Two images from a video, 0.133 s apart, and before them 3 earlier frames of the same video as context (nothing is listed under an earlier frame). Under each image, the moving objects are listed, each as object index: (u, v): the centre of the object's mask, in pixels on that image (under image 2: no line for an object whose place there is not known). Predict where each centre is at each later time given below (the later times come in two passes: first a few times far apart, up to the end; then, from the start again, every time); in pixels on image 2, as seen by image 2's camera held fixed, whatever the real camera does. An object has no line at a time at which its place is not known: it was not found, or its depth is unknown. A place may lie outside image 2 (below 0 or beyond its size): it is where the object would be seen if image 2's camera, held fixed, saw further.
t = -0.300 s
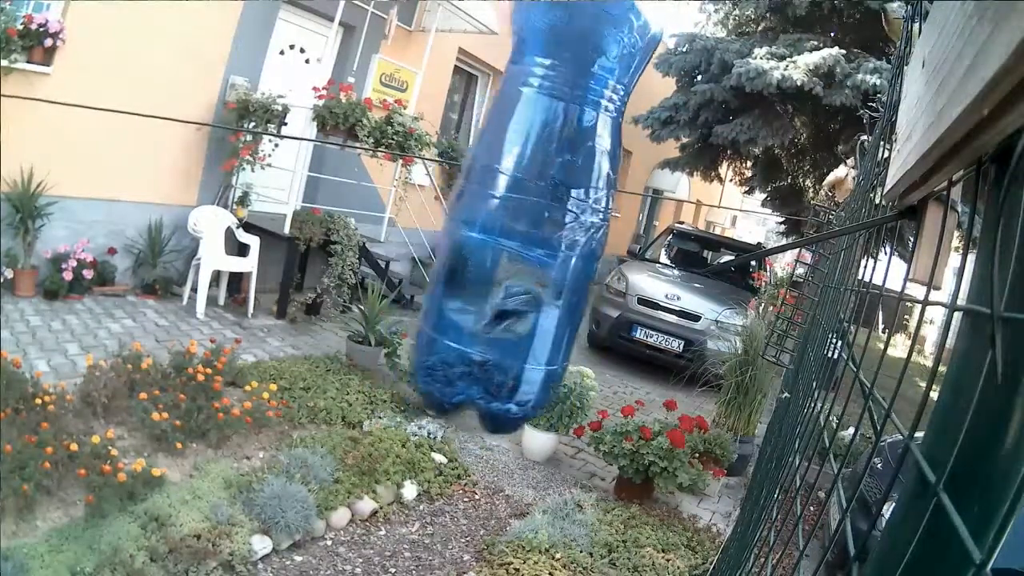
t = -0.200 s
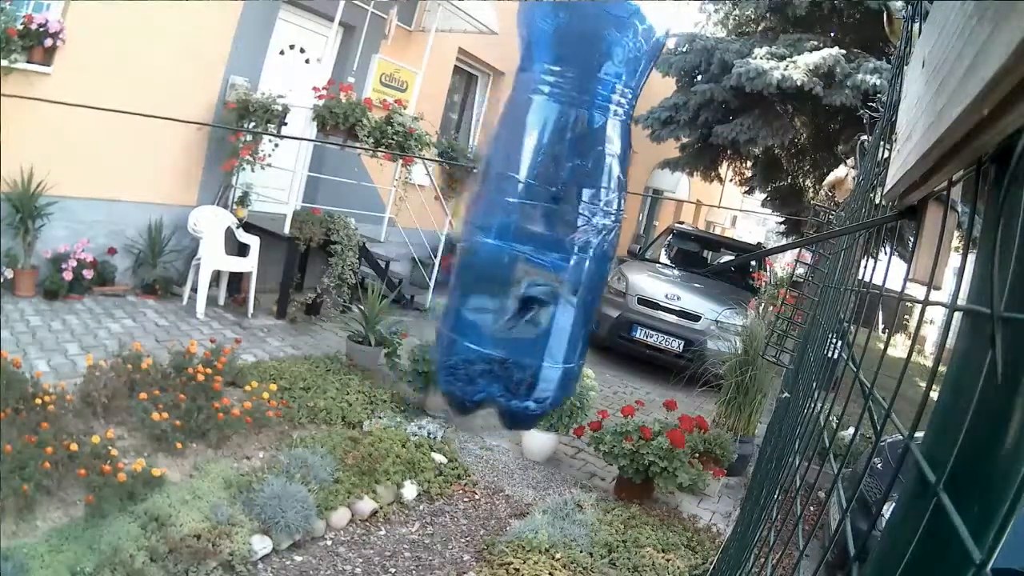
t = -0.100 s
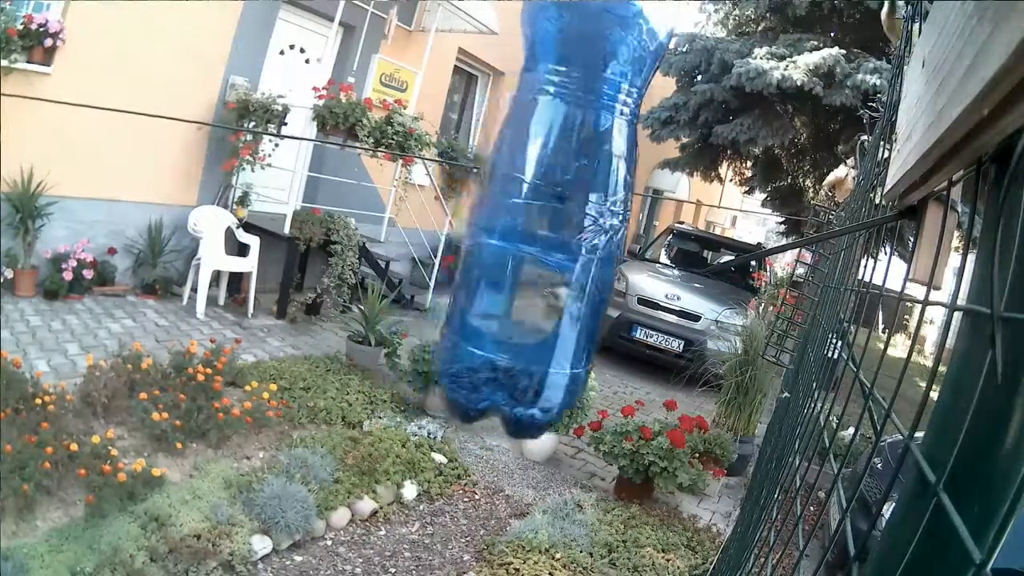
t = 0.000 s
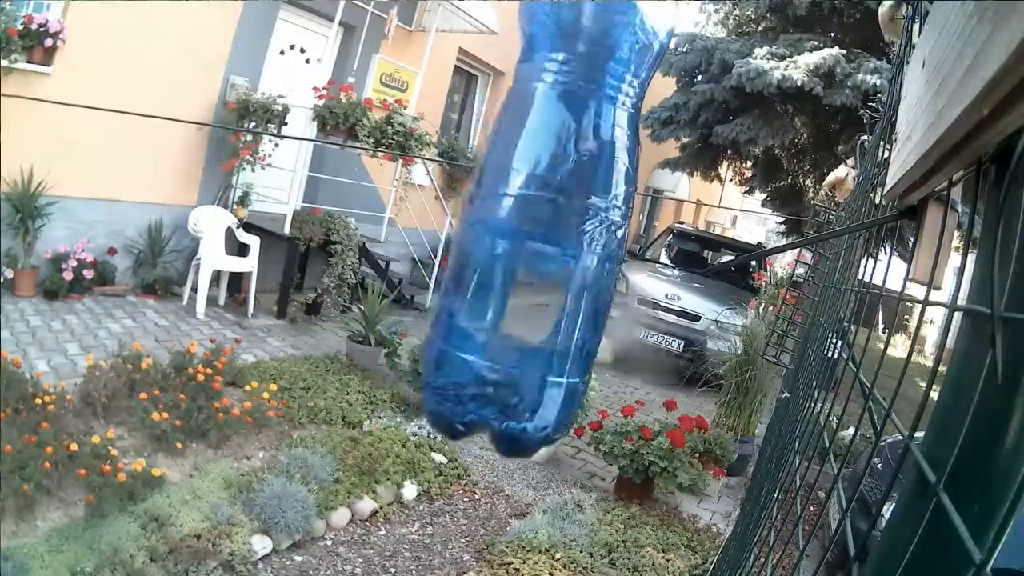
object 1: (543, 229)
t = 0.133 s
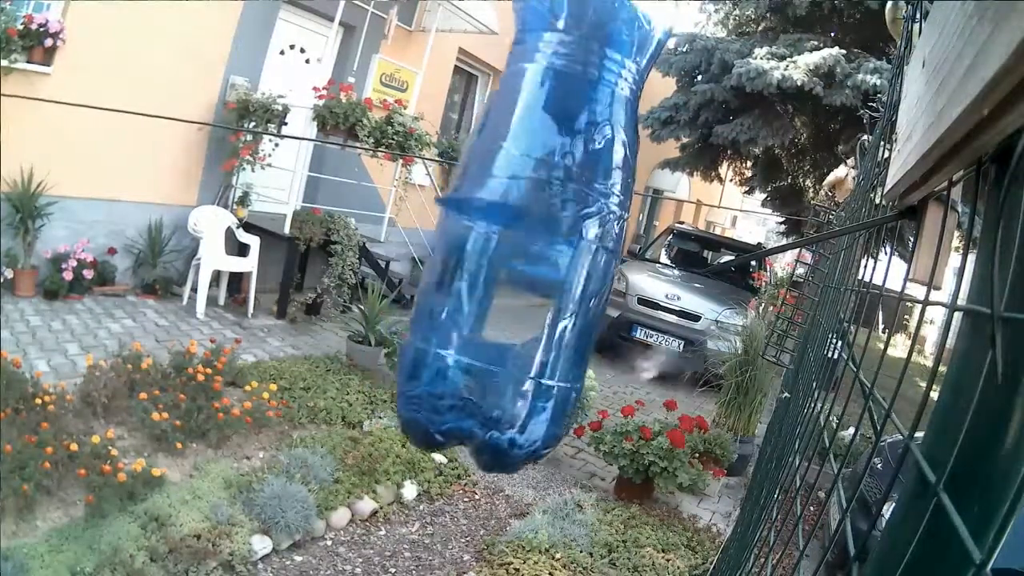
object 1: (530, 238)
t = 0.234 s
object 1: (519, 238)
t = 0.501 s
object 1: (521, 222)
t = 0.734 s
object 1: (546, 203)
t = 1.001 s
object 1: (553, 206)
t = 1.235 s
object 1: (528, 227)
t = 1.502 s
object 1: (509, 235)
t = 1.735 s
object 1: (533, 221)
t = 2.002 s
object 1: (554, 202)
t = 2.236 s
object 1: (545, 210)
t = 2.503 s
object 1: (518, 233)
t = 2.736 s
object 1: (521, 234)
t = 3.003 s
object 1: (547, 215)
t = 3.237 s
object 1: (550, 204)
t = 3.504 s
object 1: (533, 218)
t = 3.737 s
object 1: (521, 236)
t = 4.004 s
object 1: (538, 232)
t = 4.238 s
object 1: (552, 210)
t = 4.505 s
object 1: (547, 204)
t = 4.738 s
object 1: (528, 221)
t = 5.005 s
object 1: (525, 237)
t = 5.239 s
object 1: (549, 229)
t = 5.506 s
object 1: (559, 207)
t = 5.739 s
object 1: (545, 208)
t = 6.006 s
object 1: (523, 228)
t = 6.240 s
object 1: (531, 237)
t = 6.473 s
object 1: (555, 225)
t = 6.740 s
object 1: (557, 206)
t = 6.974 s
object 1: (539, 209)
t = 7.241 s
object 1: (518, 229)
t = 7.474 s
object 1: (533, 236)
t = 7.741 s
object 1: (562, 219)
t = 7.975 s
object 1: (559, 206)
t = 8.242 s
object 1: (531, 214)
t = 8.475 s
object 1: (515, 229)
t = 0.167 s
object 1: (526, 239)
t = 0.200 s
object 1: (522, 239)
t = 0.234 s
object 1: (519, 238)
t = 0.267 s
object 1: (516, 237)
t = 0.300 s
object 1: (514, 236)
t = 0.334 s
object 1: (514, 234)
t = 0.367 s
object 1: (514, 233)
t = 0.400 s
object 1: (514, 230)
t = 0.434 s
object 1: (516, 227)
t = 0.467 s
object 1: (518, 225)
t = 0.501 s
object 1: (521, 222)
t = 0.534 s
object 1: (524, 219)
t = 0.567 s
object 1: (528, 215)
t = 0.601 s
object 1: (532, 213)
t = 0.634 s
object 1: (535, 210)
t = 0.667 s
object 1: (539, 207)
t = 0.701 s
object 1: (543, 205)
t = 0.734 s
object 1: (546, 203)
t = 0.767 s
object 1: (549, 202)
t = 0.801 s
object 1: (551, 201)
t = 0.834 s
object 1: (552, 200)
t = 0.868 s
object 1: (554, 200)
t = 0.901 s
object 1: (555, 201)
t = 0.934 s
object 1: (555, 202)
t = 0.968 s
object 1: (554, 203)
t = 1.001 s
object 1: (553, 206)
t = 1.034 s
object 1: (551, 209)
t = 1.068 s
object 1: (548, 212)
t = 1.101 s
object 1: (545, 214)
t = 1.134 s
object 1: (540, 218)
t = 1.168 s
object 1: (537, 221)
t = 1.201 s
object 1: (533, 224)
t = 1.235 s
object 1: (528, 227)
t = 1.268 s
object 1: (524, 229)
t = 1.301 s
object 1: (519, 231)
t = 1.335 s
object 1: (516, 233)
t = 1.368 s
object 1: (513, 234)
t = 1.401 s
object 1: (510, 234)
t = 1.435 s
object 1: (509, 235)
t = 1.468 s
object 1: (509, 235)
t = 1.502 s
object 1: (509, 235)
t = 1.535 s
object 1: (511, 233)
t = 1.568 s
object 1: (513, 232)
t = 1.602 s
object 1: (517, 230)
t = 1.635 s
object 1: (520, 229)
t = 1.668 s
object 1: (525, 226)
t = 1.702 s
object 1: (529, 223)
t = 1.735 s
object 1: (533, 221)
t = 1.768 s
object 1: (537, 217)
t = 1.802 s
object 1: (540, 214)
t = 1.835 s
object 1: (545, 211)
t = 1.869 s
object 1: (547, 208)
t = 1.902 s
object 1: (550, 206)
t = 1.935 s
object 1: (552, 204)
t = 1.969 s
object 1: (553, 203)
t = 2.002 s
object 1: (554, 202)
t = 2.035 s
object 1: (554, 202)
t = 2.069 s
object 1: (554, 202)
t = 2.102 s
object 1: (553, 203)
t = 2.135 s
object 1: (552, 204)
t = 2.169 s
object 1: (550, 206)
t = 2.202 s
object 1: (547, 208)
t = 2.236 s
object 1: (545, 210)
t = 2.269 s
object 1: (541, 214)
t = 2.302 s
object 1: (538, 217)
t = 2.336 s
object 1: (534, 220)
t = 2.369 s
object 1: (531, 223)
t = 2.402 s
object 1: (527, 226)
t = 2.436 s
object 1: (523, 229)
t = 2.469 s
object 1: (520, 231)
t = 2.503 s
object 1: (518, 233)
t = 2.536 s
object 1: (516, 234)
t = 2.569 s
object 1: (515, 235)
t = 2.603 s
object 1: (515, 235)
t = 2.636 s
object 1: (515, 236)
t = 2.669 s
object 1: (516, 236)
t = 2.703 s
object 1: (519, 235)
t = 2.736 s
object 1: (521, 234)
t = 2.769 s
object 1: (524, 233)
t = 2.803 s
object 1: (528, 231)
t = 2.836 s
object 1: (531, 229)
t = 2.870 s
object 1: (534, 227)
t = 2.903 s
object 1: (538, 224)
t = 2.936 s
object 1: (541, 221)
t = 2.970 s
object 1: (545, 218)
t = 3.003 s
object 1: (547, 215)
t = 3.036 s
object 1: (549, 212)
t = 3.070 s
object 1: (551, 210)
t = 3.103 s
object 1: (551, 208)
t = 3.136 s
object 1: (552, 206)
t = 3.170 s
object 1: (551, 205)
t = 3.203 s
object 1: (551, 204)
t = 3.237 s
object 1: (550, 204)
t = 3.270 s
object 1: (549, 204)
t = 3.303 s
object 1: (547, 204)
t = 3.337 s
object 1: (545, 206)
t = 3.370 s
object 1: (543, 207)
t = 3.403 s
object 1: (540, 210)
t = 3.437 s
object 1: (538, 212)
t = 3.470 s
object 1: (535, 215)
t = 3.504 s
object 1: (533, 218)
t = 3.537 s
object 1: (530, 221)
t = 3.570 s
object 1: (527, 224)
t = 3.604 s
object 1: (525, 227)
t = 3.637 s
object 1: (523, 230)
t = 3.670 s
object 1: (522, 232)
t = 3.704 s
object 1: (520, 234)
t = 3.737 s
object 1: (521, 236)
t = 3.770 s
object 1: (522, 236)
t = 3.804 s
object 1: (522, 237)
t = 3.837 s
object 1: (524, 238)
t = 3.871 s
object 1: (526, 237)
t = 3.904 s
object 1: (529, 237)
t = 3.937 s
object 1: (533, 236)
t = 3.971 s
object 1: (535, 234)
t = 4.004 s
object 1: (538, 232)
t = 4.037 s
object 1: (541, 229)
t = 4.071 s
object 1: (544, 226)
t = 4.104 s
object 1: (546, 223)
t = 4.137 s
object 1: (548, 220)
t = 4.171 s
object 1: (550, 217)
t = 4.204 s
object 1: (551, 214)
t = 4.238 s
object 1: (552, 210)
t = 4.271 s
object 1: (552, 207)
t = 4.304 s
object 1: (553, 206)
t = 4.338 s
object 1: (552, 204)
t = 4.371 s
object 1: (552, 204)
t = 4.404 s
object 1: (551, 203)
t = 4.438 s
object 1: (549, 203)
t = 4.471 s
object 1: (548, 203)
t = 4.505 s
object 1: (547, 204)
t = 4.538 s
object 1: (544, 205)
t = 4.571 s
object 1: (541, 207)
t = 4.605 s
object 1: (539, 210)
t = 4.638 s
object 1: (536, 212)
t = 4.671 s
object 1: (533, 215)
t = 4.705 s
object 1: (531, 218)
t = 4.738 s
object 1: (528, 221)
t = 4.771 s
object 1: (526, 224)
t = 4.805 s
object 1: (524, 226)
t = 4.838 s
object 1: (522, 229)
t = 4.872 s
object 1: (521, 231)
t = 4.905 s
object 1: (521, 233)
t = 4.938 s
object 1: (522, 235)
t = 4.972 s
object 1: (523, 235)
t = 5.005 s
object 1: (525, 237)
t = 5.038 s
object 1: (528, 236)
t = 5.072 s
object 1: (531, 237)
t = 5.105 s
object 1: (535, 237)
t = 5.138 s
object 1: (538, 236)
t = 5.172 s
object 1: (542, 234)
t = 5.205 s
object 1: (545, 232)
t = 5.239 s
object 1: (549, 229)
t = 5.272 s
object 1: (552, 226)
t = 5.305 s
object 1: (554, 224)
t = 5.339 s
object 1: (556, 221)
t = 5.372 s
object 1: (558, 218)
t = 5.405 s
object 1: (559, 214)
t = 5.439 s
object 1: (559, 212)
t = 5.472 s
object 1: (559, 209)
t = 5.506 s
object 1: (559, 207)
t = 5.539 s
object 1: (557, 206)
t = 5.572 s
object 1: (556, 206)
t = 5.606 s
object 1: (555, 205)
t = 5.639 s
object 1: (552, 206)
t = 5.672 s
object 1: (550, 205)
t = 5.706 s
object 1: (548, 207)
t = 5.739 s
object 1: (545, 208)
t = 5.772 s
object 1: (542, 210)
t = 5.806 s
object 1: (538, 212)
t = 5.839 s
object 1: (536, 214)
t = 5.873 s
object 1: (532, 217)
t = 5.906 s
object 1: (530, 219)
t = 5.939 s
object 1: (527, 223)
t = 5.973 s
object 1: (525, 225)
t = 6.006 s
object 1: (523, 228)
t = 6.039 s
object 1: (522, 230)
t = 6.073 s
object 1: (522, 232)
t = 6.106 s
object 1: (522, 233)
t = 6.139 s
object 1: (523, 235)
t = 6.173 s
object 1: (525, 236)
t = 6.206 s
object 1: (528, 236)
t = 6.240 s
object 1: (531, 237)
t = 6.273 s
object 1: (535, 237)
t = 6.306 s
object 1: (538, 236)
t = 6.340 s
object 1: (543, 235)
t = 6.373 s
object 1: (546, 233)
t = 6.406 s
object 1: (550, 231)
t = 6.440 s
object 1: (553, 228)
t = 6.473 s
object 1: (555, 225)
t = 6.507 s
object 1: (558, 222)
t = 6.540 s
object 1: (559, 218)
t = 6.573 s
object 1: (560, 216)
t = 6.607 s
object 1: (560, 213)
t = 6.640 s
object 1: (560, 211)
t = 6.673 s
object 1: (560, 209)
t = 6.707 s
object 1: (558, 208)
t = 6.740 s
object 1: (557, 206)
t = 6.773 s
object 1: (556, 206)
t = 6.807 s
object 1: (554, 205)
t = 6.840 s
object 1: (551, 205)
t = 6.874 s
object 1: (548, 205)
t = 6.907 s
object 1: (546, 206)
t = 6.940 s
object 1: (542, 208)
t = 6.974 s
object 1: (539, 209)
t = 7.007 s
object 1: (536, 212)
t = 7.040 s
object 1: (532, 214)
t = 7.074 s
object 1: (529, 216)
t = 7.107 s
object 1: (526, 219)
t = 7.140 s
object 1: (523, 222)
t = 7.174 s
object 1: (521, 224)
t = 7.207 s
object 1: (519, 226)
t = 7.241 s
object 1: (518, 229)
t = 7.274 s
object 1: (518, 231)
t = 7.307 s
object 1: (519, 232)
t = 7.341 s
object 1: (520, 234)
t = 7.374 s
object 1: (523, 235)
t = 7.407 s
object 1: (526, 235)
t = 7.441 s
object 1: (529, 236)
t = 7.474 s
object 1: (533, 236)
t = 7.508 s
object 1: (537, 236)
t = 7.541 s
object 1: (542, 235)
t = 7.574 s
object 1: (546, 233)
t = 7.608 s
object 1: (552, 229)
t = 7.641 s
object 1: (555, 227)
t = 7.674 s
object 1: (558, 225)
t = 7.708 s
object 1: (560, 222)
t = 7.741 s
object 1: (562, 219)
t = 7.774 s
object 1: (563, 217)
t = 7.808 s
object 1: (564, 215)
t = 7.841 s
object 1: (564, 212)
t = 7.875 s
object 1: (563, 210)
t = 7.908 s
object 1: (562, 209)
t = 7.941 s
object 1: (561, 207)
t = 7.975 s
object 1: (559, 206)
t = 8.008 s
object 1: (556, 205)
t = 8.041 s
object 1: (553, 206)
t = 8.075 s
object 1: (549, 207)
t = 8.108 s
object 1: (546, 208)
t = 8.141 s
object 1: (543, 209)
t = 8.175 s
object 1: (539, 210)
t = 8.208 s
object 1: (535, 212)
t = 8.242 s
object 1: (531, 214)
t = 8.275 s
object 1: (528, 216)
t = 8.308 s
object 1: (524, 219)
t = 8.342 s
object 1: (521, 221)
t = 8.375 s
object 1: (518, 223)
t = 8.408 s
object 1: (517, 225)
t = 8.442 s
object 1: (515, 228)
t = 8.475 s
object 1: (515, 229)
